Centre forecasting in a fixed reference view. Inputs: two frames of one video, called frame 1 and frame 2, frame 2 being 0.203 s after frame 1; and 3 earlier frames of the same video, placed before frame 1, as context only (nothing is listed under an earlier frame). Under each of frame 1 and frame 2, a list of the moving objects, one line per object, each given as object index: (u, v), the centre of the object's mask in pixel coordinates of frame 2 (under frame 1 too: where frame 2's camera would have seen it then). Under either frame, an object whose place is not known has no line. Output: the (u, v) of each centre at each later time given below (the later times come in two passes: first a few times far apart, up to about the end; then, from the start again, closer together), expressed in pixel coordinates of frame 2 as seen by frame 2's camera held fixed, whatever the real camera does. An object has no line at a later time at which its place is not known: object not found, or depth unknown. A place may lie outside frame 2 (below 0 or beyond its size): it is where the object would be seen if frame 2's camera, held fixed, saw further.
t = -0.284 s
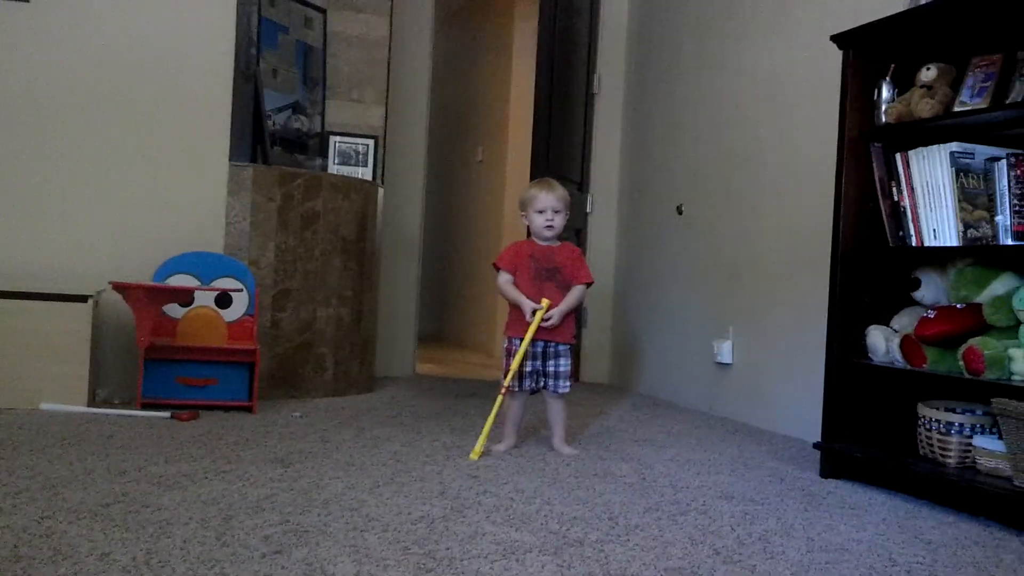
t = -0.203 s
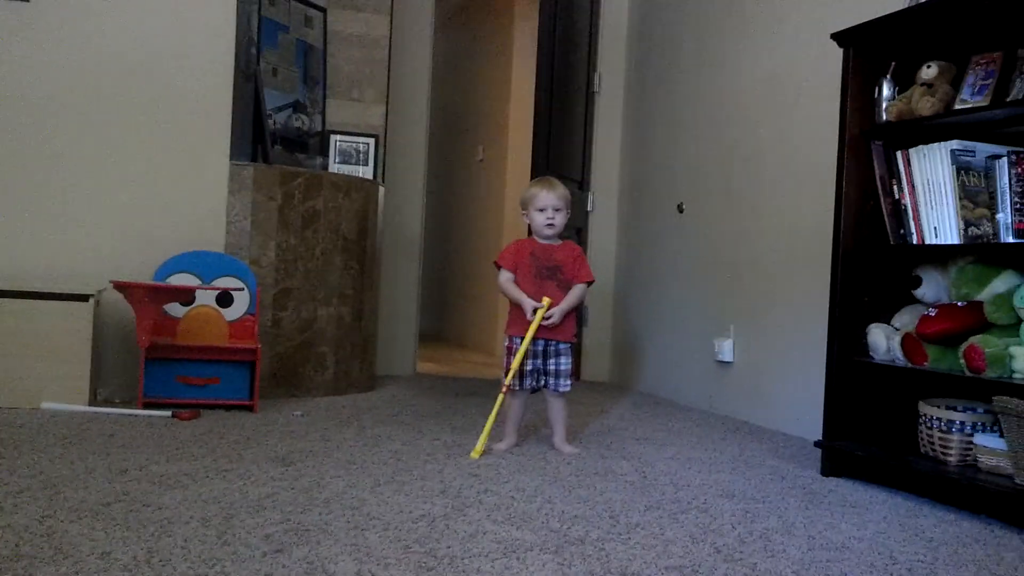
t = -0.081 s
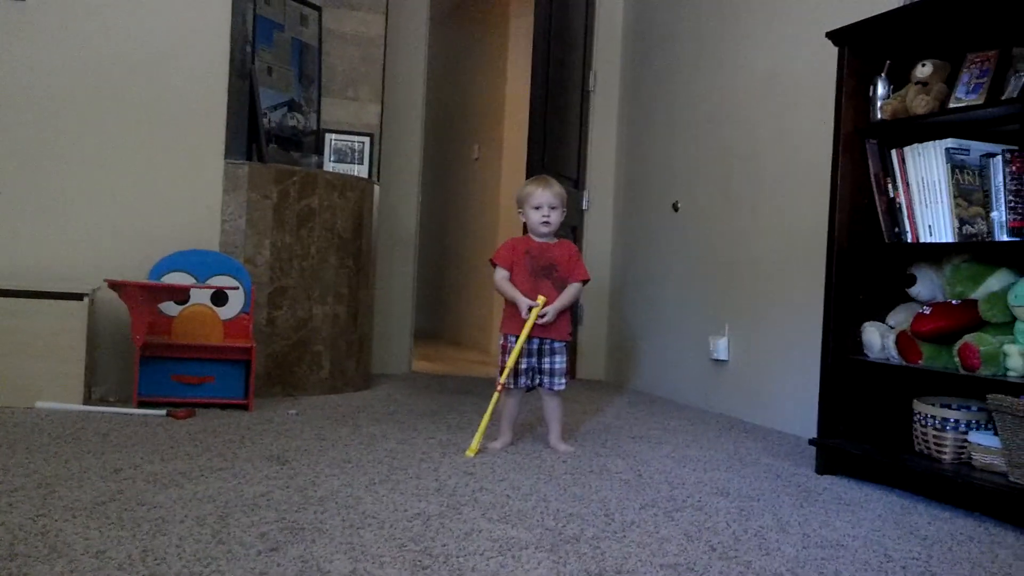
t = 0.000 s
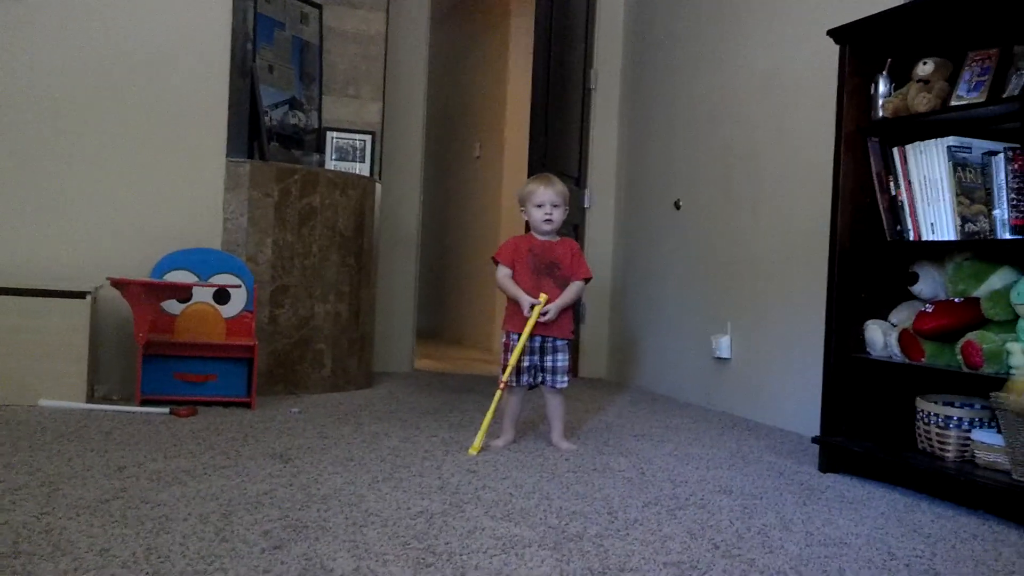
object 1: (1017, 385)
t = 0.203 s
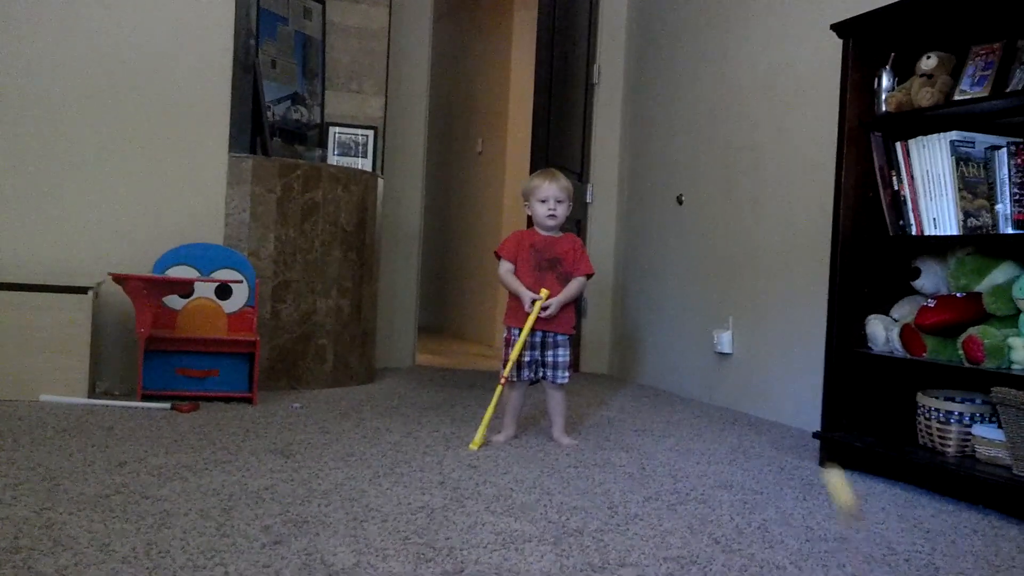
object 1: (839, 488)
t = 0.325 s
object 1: (796, 426)
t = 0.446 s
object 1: (755, 433)
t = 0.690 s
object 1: (686, 449)
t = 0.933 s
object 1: (631, 445)
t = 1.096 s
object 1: (599, 440)
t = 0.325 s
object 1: (796, 426)
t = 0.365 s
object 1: (783, 421)
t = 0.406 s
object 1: (769, 424)
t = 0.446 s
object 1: (755, 433)
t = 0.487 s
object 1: (743, 449)
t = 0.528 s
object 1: (731, 473)
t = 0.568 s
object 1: (717, 490)
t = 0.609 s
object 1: (707, 473)
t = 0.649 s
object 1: (696, 458)
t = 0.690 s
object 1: (686, 449)
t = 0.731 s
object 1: (676, 447)
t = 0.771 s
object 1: (666, 451)
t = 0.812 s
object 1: (656, 460)
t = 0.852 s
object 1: (647, 460)
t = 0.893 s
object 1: (638, 450)
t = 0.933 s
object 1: (631, 445)
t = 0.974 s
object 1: (622, 445)
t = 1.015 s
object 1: (614, 450)
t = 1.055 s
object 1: (607, 444)
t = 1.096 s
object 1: (599, 440)
